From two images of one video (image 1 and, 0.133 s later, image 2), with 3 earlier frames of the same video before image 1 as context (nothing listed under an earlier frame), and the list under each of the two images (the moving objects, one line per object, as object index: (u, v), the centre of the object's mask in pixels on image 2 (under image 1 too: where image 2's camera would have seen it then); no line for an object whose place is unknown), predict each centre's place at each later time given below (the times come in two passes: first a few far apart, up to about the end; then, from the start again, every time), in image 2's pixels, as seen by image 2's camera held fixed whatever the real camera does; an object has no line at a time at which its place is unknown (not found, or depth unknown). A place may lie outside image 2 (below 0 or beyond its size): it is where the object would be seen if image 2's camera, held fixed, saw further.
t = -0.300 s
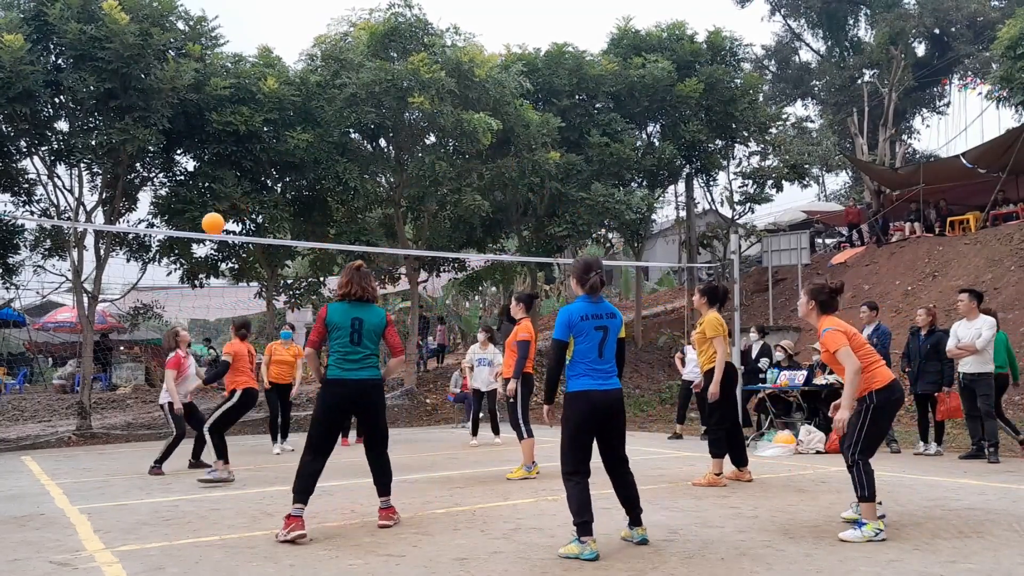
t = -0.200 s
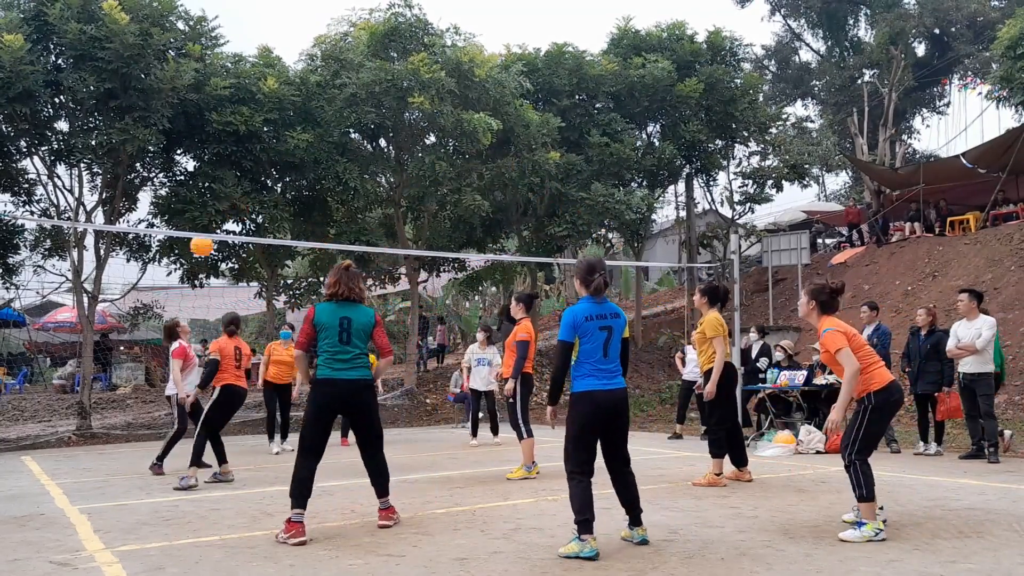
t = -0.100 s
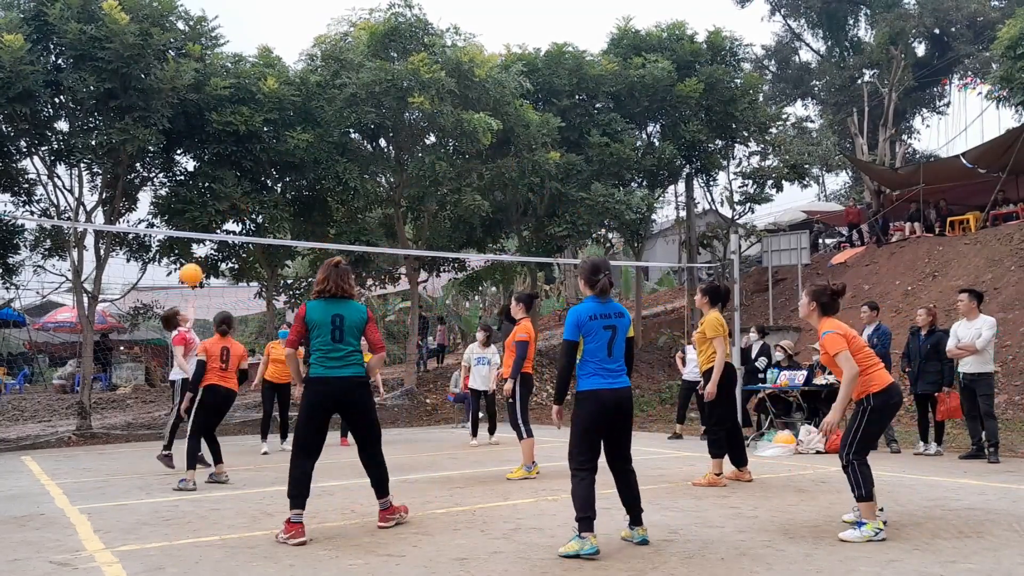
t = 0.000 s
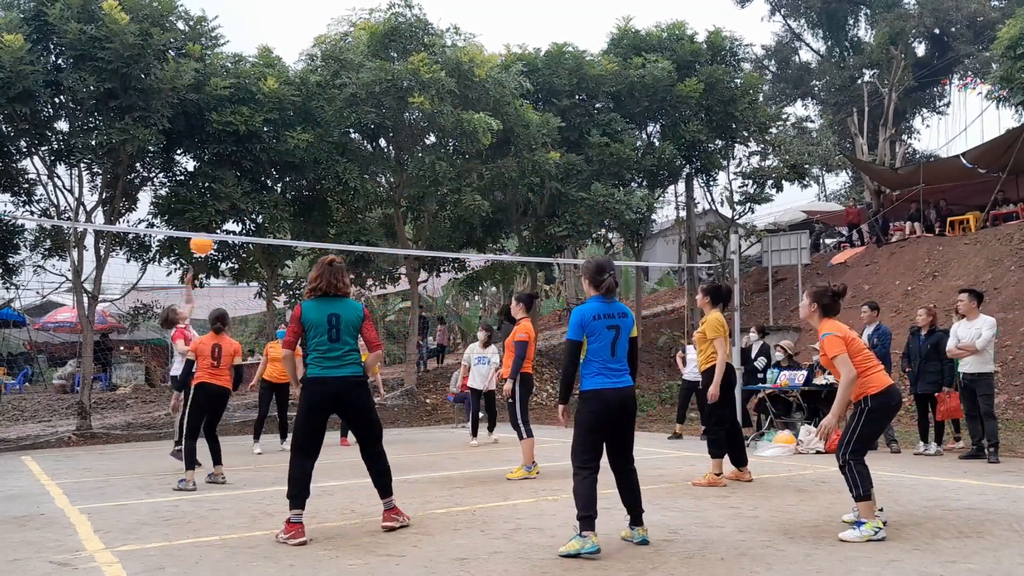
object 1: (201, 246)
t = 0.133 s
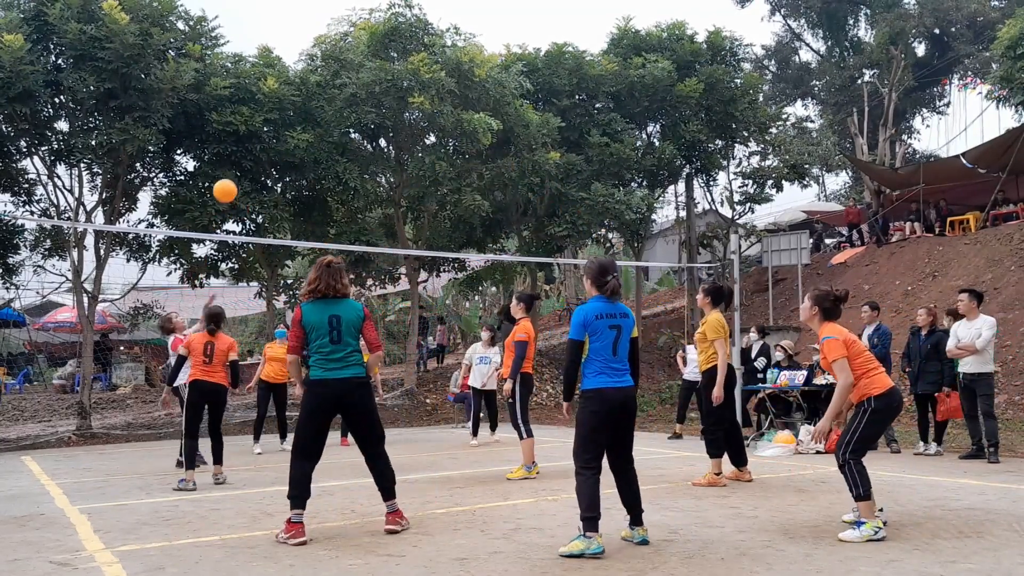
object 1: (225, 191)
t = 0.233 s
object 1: (243, 161)
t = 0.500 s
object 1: (293, 121)
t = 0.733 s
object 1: (340, 145)
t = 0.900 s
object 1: (375, 203)
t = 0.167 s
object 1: (231, 180)
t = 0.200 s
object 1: (237, 170)
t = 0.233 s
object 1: (243, 161)
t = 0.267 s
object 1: (249, 152)
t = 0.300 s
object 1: (255, 145)
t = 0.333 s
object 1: (261, 138)
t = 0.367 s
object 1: (267, 133)
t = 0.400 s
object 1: (273, 128)
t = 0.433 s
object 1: (280, 124)
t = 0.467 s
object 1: (286, 122)
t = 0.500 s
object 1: (293, 121)
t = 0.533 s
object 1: (300, 121)
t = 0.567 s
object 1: (306, 122)
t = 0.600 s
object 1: (312, 124)
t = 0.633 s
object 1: (319, 127)
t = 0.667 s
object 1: (326, 132)
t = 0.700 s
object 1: (333, 138)
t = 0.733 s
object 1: (340, 145)
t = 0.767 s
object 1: (347, 154)
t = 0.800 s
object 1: (353, 164)
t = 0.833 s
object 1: (361, 176)
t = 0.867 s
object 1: (368, 188)
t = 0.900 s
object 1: (375, 203)
